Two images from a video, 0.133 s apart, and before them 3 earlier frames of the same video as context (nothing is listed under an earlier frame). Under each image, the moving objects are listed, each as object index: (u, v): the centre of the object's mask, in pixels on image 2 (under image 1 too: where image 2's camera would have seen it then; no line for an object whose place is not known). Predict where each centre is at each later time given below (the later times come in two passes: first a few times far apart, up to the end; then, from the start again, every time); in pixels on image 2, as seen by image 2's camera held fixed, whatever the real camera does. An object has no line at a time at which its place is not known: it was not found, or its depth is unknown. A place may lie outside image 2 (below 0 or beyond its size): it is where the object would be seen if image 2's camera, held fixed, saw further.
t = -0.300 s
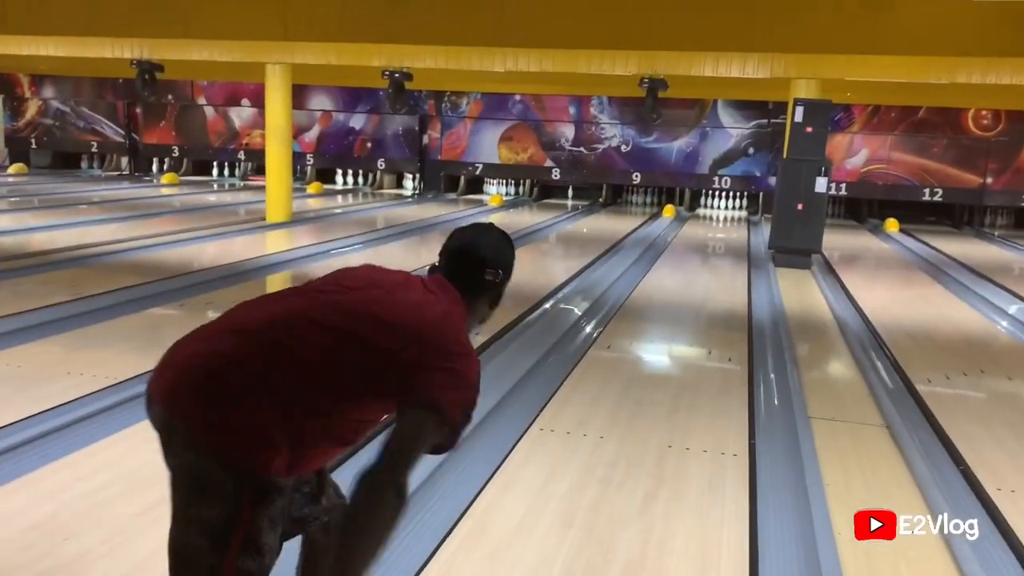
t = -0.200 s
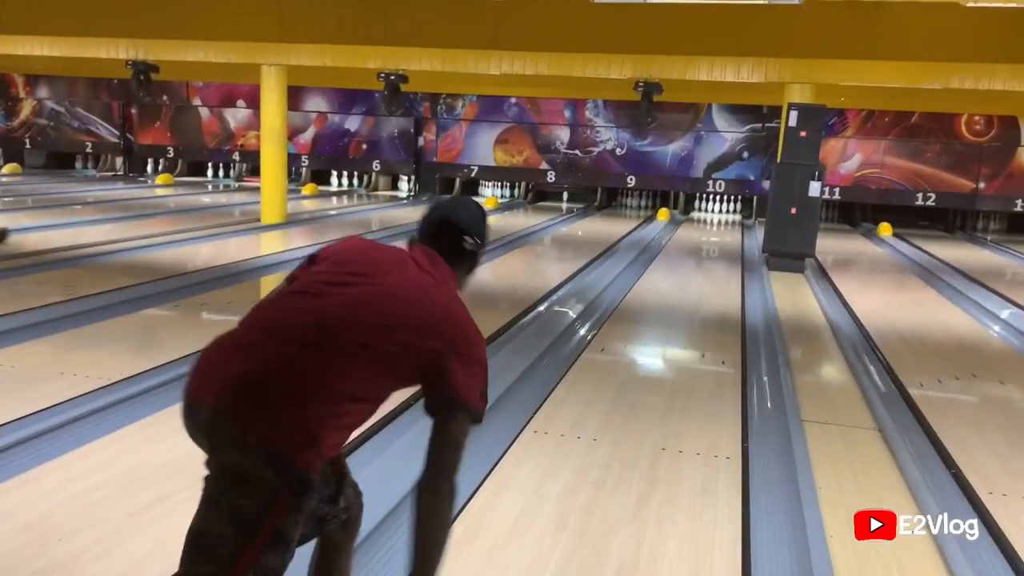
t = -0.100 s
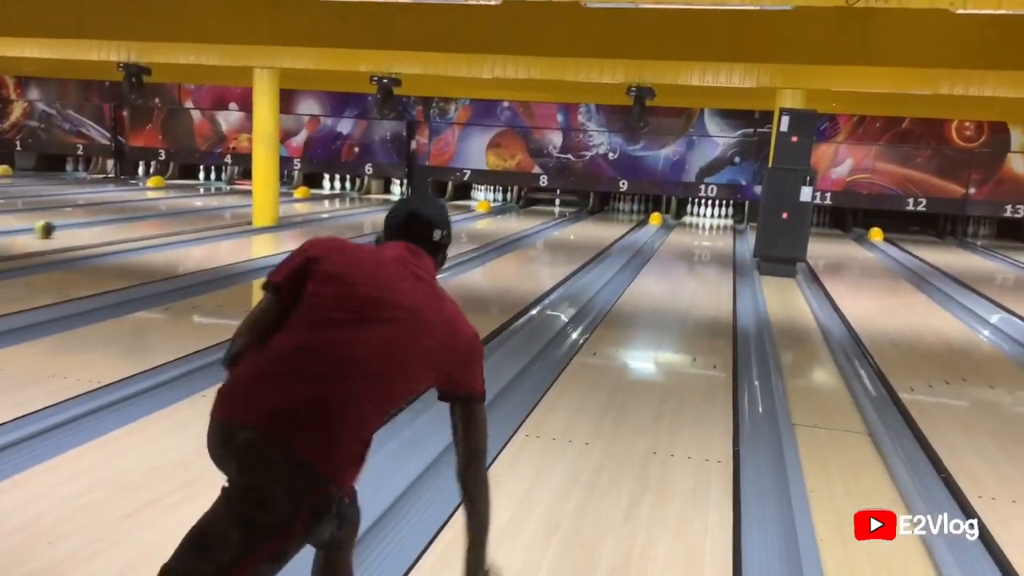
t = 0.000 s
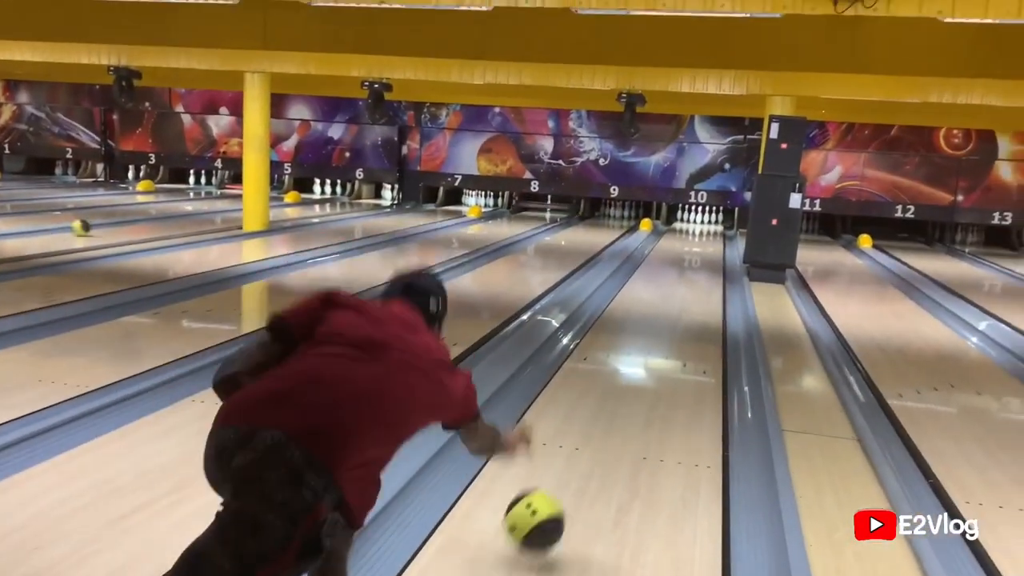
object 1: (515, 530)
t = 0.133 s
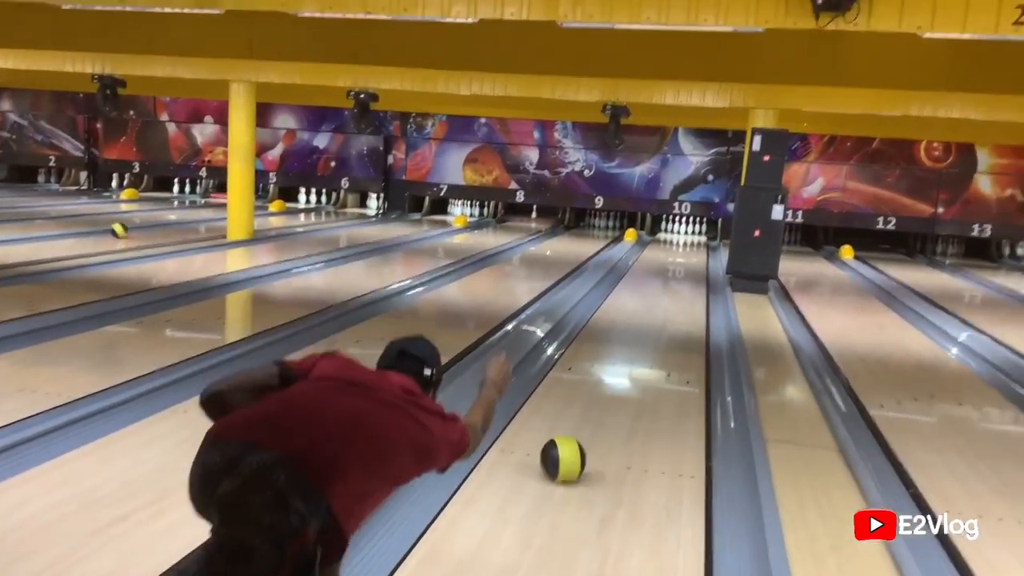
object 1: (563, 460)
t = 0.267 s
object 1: (592, 403)
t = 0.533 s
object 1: (623, 339)
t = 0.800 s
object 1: (639, 304)
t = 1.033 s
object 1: (648, 283)
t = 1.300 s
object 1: (655, 267)
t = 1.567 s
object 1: (659, 254)
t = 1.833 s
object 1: (661, 244)
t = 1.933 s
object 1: (662, 241)
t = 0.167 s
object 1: (571, 443)
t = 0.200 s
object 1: (579, 428)
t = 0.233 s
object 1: (586, 415)
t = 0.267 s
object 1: (592, 403)
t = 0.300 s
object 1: (597, 393)
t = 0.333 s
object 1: (602, 383)
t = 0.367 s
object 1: (608, 373)
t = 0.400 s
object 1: (611, 366)
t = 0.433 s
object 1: (614, 358)
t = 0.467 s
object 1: (617, 351)
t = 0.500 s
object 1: (620, 345)
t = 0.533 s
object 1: (623, 339)
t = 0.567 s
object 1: (625, 333)
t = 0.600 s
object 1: (628, 328)
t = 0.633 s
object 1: (630, 323)
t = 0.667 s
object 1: (632, 319)
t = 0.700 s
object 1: (634, 315)
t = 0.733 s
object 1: (636, 311)
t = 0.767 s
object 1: (638, 307)
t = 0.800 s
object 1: (639, 304)
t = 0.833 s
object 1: (641, 300)
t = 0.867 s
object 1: (642, 297)
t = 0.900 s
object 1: (644, 294)
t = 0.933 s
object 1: (645, 291)
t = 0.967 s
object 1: (646, 288)
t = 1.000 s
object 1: (647, 286)
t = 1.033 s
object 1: (648, 283)
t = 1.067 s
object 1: (649, 281)
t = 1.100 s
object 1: (650, 278)
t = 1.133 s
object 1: (651, 276)
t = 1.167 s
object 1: (651, 274)
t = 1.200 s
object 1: (652, 272)
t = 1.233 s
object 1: (653, 271)
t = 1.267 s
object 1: (654, 269)
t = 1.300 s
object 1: (655, 267)
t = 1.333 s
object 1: (655, 265)
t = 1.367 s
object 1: (655, 264)
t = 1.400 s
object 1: (656, 262)
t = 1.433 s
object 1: (657, 260)
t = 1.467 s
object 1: (658, 259)
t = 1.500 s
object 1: (658, 257)
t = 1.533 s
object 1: (658, 256)
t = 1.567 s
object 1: (659, 254)
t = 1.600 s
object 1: (660, 253)
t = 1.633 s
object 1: (659, 252)
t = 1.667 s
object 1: (660, 250)
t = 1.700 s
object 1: (660, 249)
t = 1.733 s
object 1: (660, 247)
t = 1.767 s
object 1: (660, 246)
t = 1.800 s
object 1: (661, 245)
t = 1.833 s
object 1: (661, 244)
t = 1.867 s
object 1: (662, 242)
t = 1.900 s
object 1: (662, 242)
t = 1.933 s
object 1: (662, 241)
